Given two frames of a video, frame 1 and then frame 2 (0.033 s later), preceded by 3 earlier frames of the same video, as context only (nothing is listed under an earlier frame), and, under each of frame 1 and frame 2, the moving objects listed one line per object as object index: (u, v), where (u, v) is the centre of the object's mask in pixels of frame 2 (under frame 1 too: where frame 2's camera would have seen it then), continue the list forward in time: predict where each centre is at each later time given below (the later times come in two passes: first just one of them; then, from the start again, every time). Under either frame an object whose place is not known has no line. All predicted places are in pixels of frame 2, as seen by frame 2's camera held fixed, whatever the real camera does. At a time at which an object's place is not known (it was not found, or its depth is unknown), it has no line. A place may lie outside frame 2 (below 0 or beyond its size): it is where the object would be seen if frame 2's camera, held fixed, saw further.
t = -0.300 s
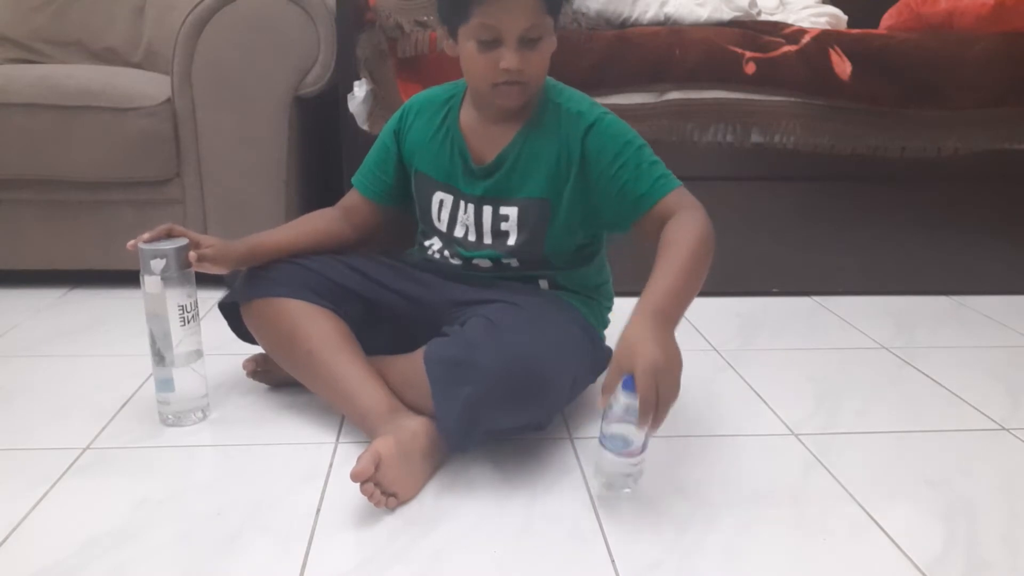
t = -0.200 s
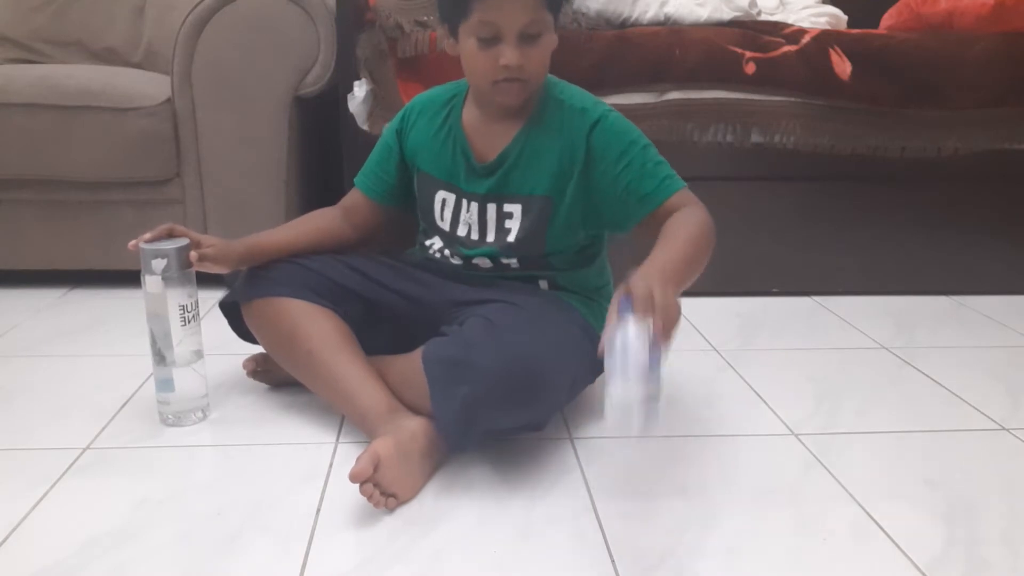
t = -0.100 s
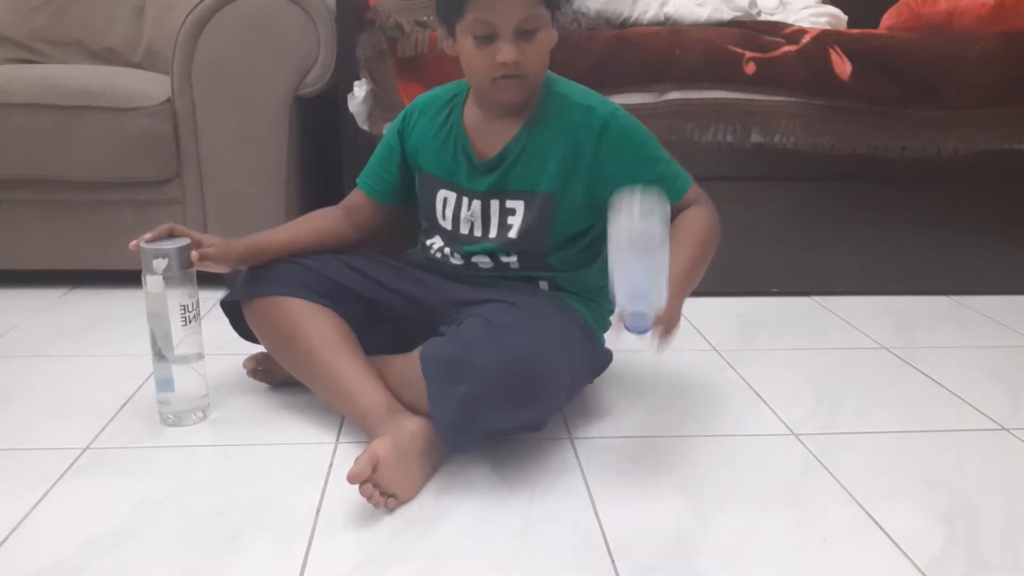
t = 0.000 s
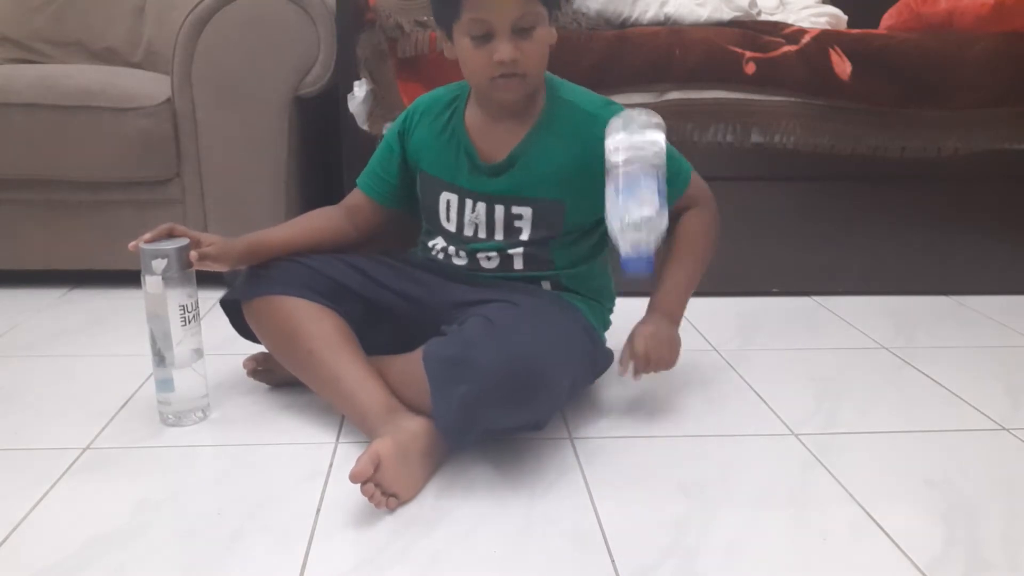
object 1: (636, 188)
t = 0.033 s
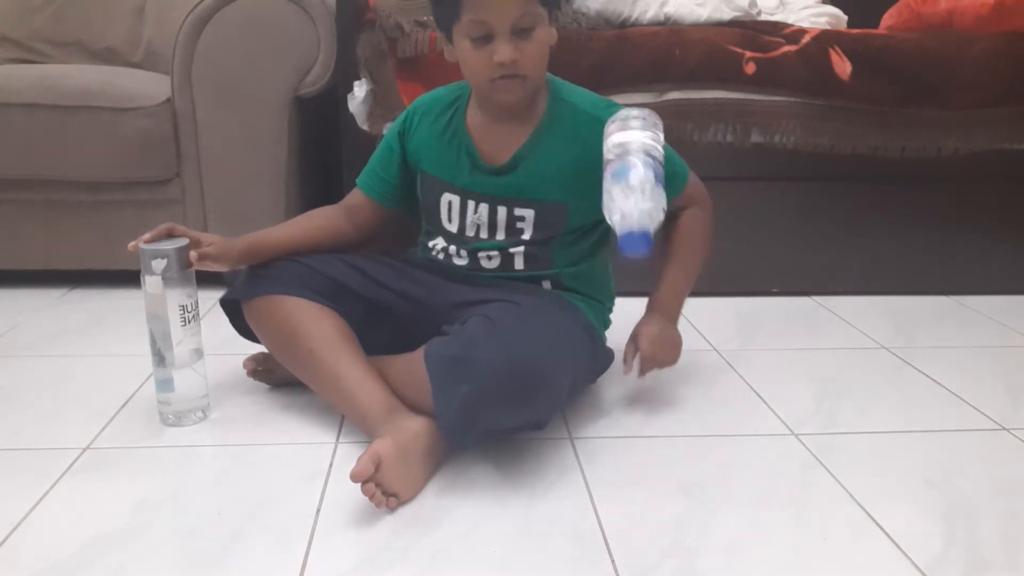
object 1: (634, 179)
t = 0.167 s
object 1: (618, 259)
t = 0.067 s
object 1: (630, 180)
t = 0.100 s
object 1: (626, 194)
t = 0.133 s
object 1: (622, 222)
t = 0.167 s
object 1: (618, 259)
